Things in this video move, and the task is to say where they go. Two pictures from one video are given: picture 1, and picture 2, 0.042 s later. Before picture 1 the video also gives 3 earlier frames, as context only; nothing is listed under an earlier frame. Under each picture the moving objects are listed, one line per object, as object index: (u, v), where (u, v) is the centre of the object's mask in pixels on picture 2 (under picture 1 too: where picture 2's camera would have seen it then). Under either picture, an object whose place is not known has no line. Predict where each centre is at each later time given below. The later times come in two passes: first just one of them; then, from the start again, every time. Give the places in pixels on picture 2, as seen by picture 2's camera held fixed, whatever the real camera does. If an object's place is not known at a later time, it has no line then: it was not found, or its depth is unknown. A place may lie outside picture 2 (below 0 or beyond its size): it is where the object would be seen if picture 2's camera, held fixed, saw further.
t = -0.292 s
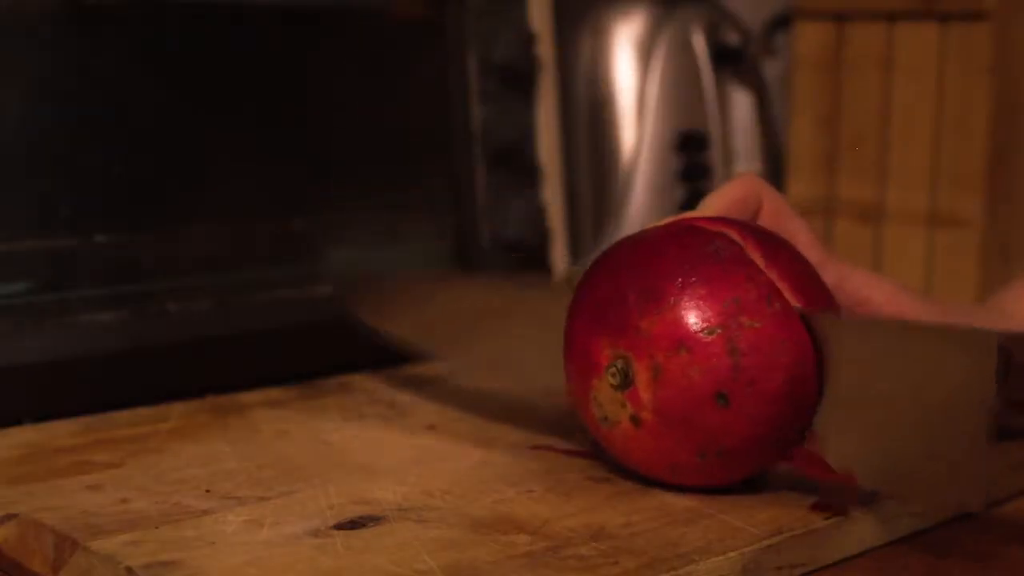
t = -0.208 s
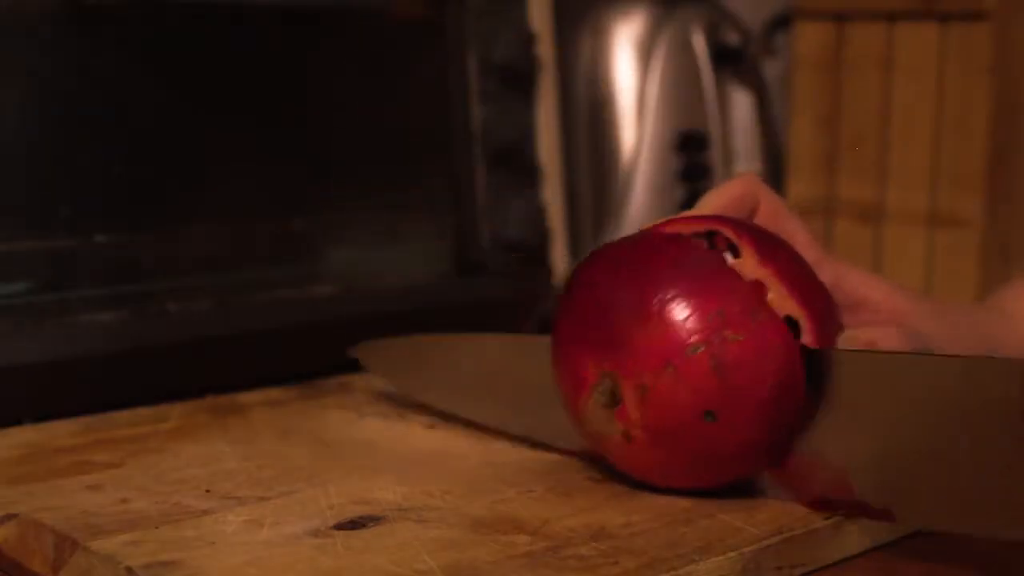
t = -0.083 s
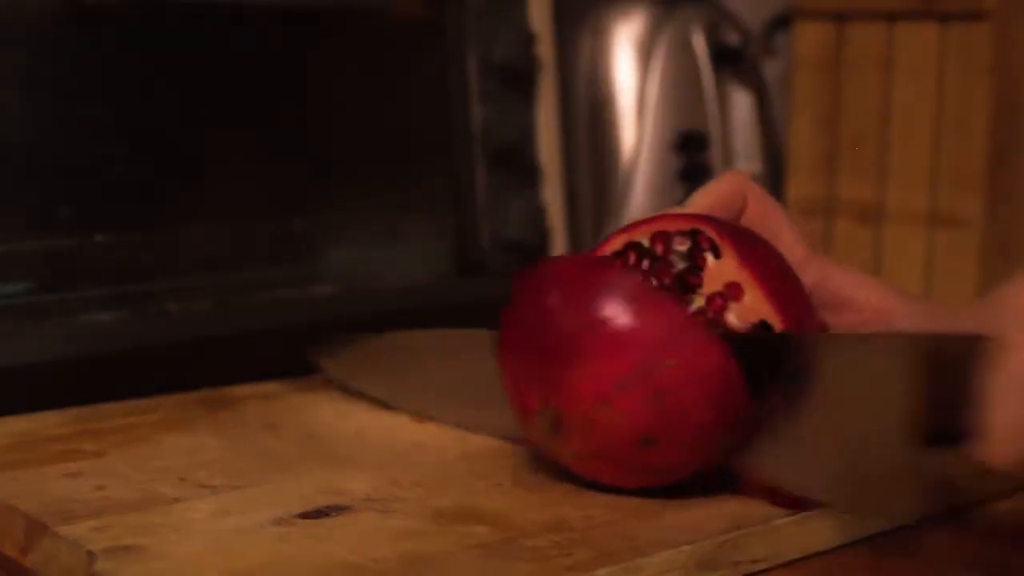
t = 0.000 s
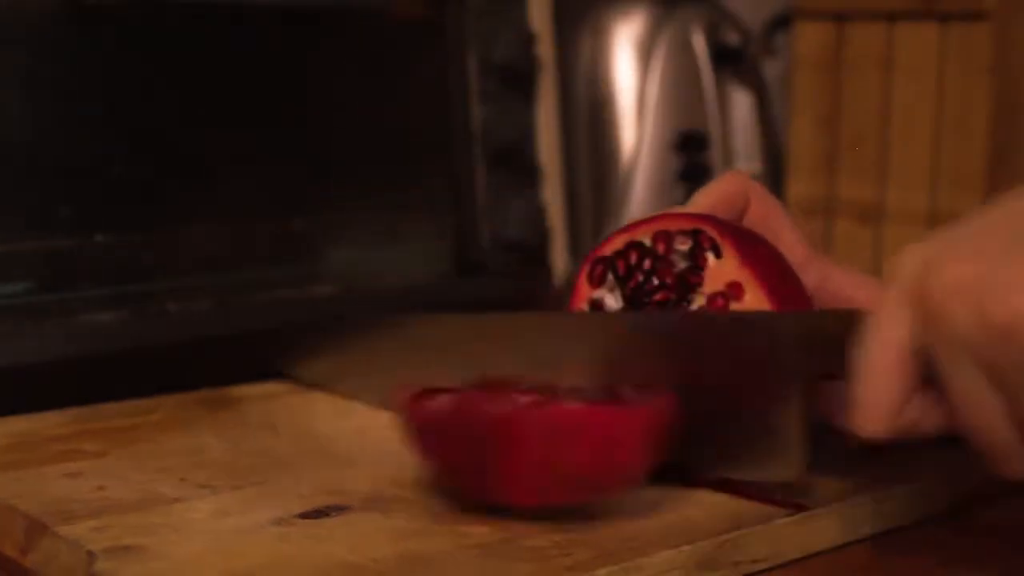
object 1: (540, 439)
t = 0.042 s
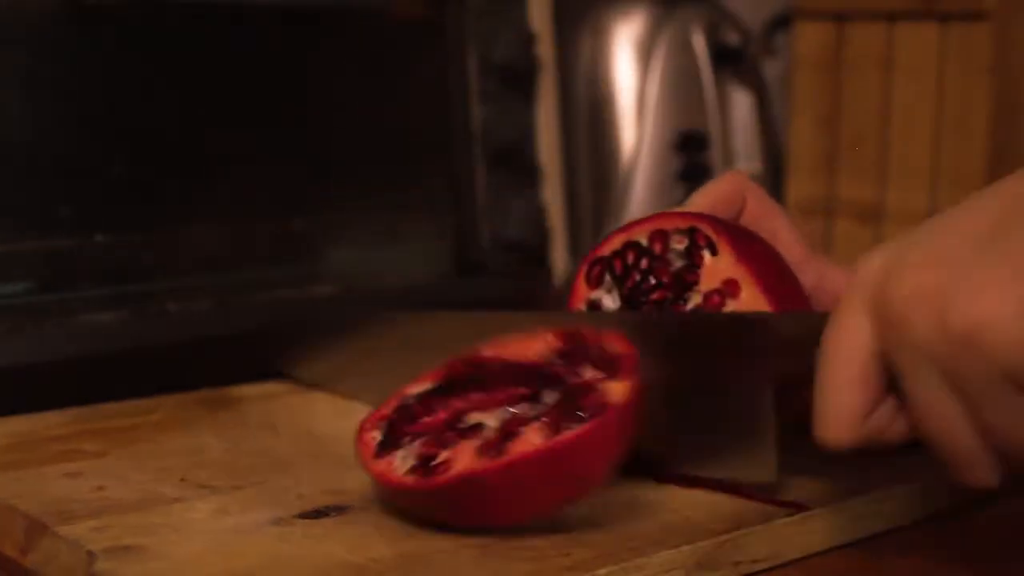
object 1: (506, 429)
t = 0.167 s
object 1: (505, 431)
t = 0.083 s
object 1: (489, 420)
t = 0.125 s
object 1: (488, 423)
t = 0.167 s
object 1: (505, 431)
